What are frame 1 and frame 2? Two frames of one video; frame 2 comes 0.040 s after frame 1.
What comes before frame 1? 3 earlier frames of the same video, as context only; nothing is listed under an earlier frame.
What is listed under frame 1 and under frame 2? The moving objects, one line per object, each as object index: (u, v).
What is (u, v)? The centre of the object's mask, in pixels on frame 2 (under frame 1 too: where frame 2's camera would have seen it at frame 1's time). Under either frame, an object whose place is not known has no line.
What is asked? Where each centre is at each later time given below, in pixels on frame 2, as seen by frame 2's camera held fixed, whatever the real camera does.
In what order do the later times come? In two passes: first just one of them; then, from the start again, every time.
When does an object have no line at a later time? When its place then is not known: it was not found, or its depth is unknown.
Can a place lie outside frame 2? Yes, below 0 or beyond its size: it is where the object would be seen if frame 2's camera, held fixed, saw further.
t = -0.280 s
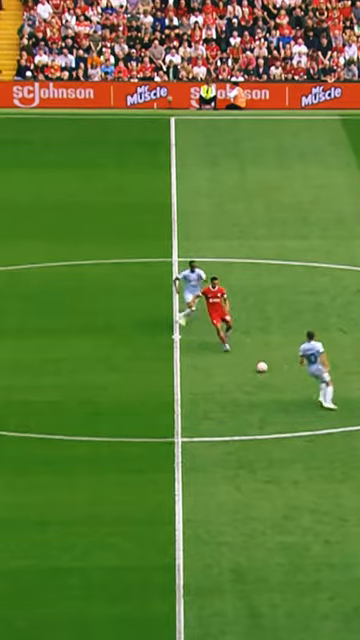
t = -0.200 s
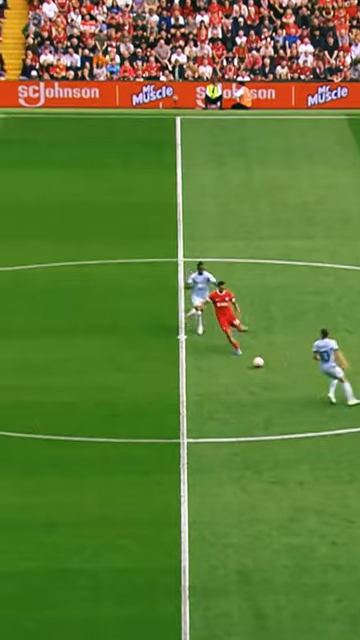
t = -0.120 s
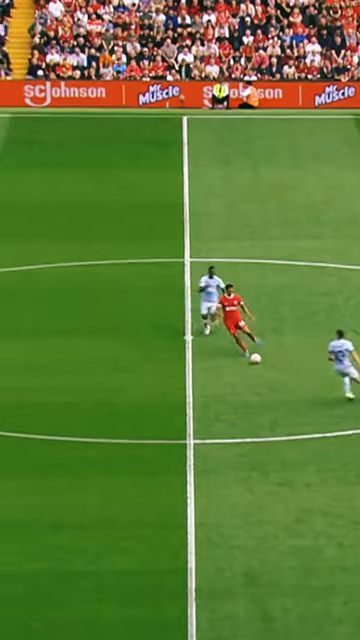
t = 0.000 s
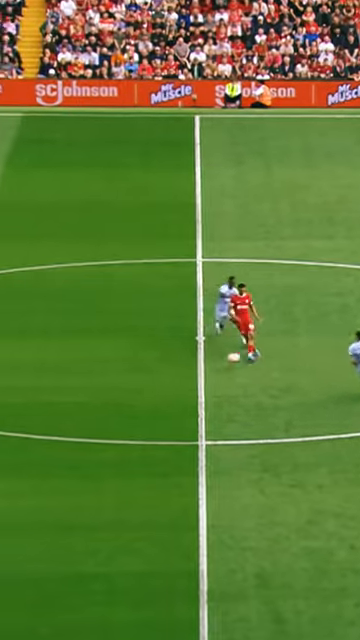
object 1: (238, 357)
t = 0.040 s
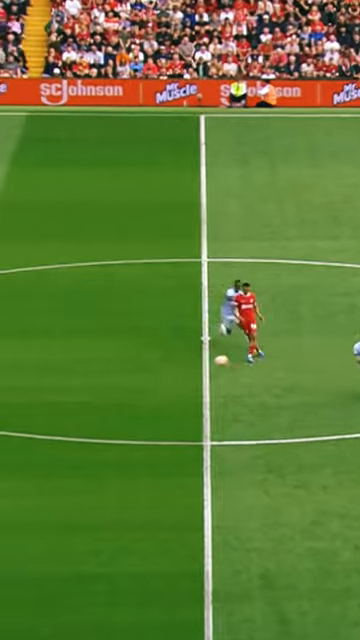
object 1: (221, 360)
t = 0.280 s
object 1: (112, 389)
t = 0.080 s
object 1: (202, 363)
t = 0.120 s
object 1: (185, 367)
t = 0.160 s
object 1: (167, 371)
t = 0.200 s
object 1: (148, 376)
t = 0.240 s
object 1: (130, 382)
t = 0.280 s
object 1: (112, 389)
